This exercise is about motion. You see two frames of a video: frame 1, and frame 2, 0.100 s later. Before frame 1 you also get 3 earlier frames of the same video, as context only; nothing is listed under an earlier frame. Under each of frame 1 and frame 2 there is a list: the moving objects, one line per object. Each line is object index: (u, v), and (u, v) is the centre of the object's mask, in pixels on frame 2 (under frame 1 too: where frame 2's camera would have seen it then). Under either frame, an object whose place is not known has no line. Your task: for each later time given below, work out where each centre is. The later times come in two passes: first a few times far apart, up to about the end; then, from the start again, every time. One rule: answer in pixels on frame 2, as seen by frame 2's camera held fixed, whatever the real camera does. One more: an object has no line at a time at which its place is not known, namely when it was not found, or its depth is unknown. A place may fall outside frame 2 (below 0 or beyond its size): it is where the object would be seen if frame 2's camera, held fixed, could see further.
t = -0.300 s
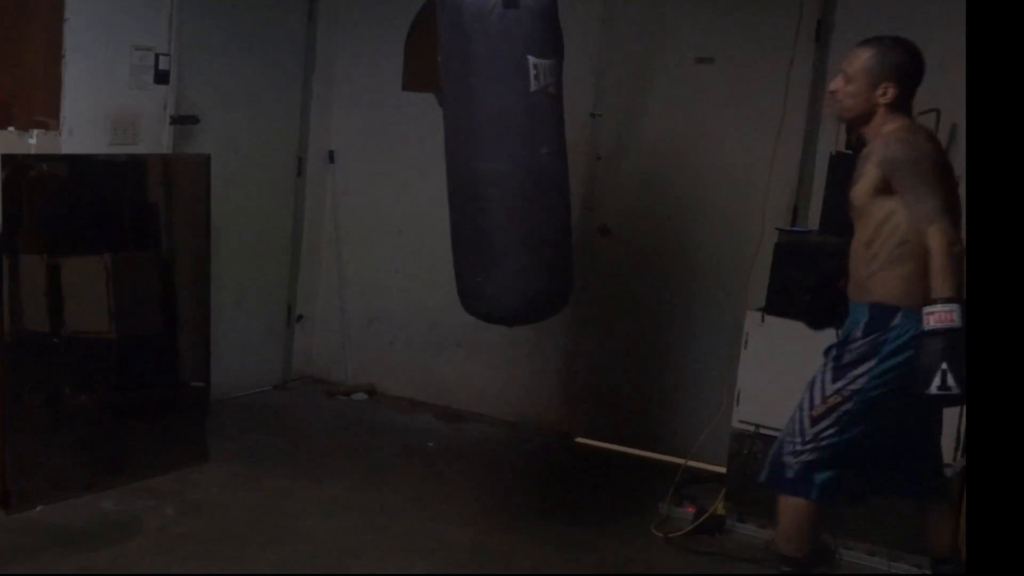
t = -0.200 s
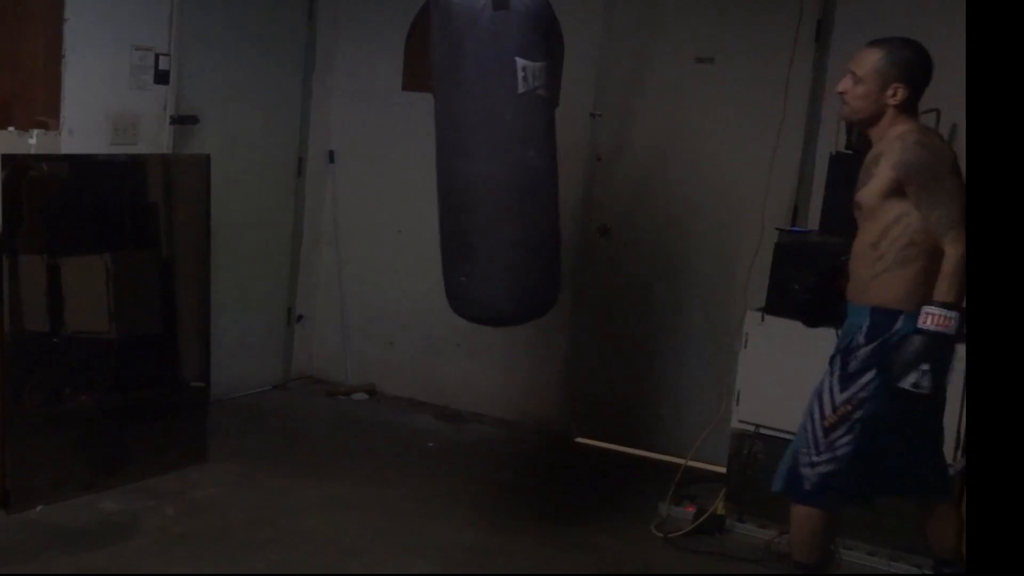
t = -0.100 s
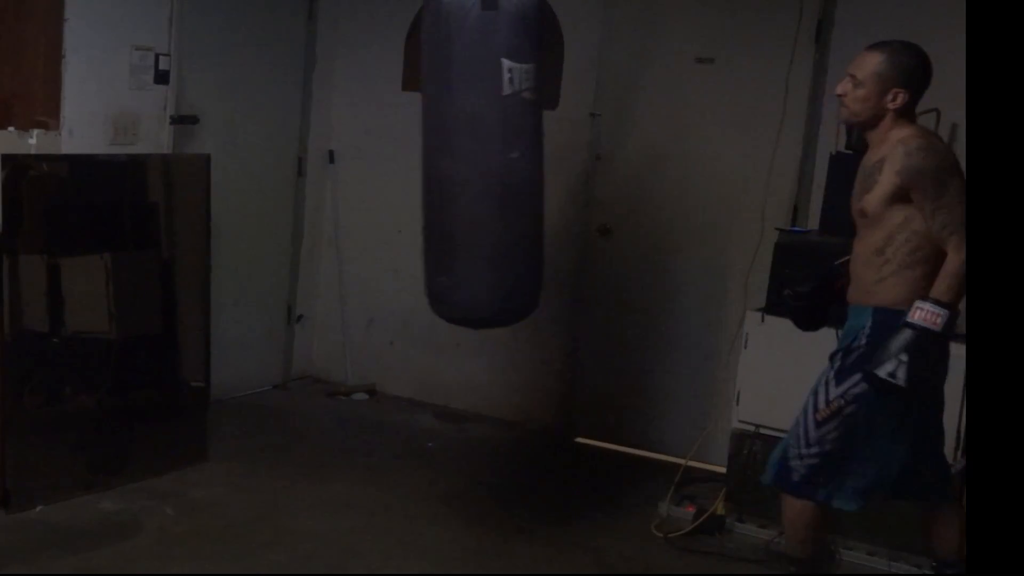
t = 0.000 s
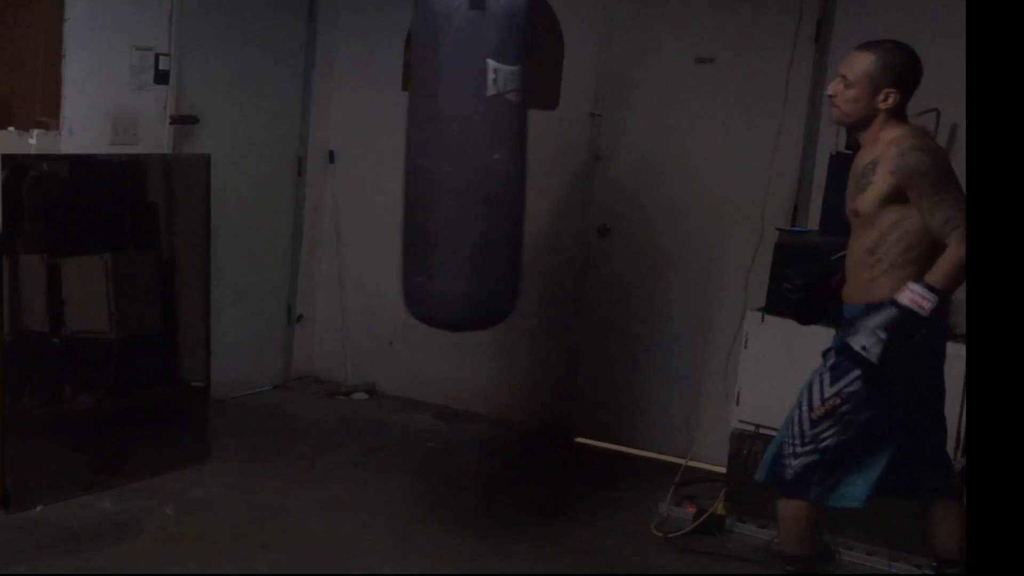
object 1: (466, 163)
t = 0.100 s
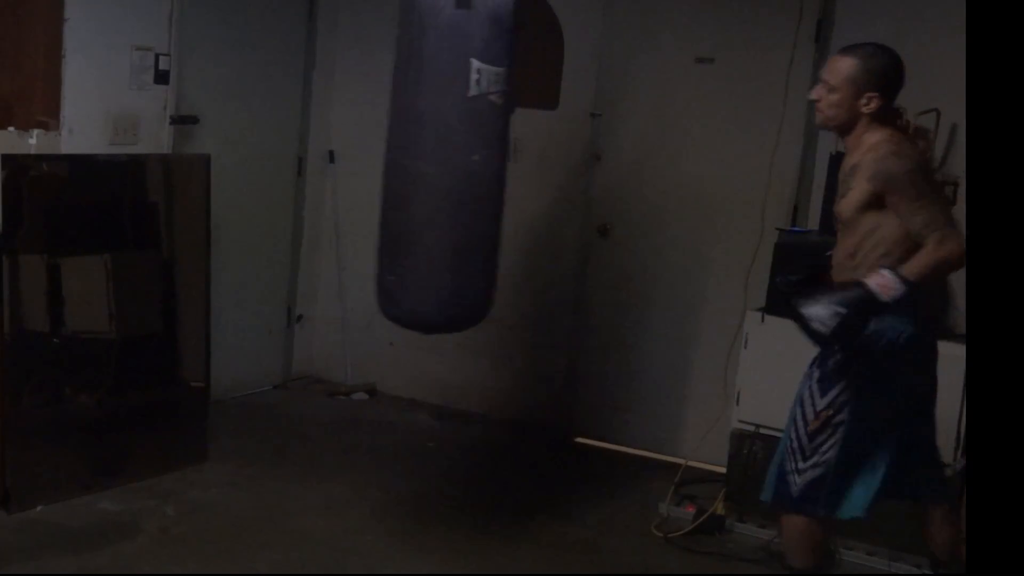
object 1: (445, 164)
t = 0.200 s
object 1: (425, 165)
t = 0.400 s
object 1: (387, 165)
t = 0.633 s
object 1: (360, 159)
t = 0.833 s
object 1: (361, 163)
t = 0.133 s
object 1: (439, 164)
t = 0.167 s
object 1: (431, 165)
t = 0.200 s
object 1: (425, 165)
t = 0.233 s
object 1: (418, 165)
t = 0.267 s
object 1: (412, 165)
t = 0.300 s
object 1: (405, 165)
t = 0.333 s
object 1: (399, 165)
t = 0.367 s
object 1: (393, 165)
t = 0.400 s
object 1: (387, 165)
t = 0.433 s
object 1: (382, 165)
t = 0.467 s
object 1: (377, 164)
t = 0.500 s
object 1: (374, 166)
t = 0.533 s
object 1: (369, 165)
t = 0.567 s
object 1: (367, 165)
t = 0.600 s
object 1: (363, 164)
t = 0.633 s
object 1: (360, 159)
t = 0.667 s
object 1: (359, 162)
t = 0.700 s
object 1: (359, 164)
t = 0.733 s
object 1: (359, 163)
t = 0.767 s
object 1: (359, 163)
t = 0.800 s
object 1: (360, 163)
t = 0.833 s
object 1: (361, 163)
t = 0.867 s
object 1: (363, 162)
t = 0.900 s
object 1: (364, 159)
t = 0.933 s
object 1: (368, 159)
